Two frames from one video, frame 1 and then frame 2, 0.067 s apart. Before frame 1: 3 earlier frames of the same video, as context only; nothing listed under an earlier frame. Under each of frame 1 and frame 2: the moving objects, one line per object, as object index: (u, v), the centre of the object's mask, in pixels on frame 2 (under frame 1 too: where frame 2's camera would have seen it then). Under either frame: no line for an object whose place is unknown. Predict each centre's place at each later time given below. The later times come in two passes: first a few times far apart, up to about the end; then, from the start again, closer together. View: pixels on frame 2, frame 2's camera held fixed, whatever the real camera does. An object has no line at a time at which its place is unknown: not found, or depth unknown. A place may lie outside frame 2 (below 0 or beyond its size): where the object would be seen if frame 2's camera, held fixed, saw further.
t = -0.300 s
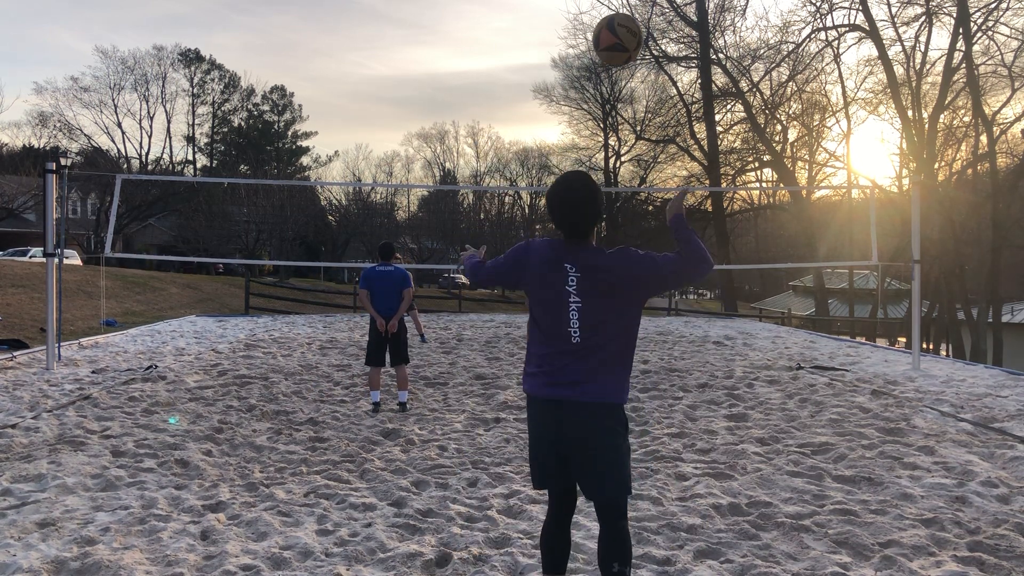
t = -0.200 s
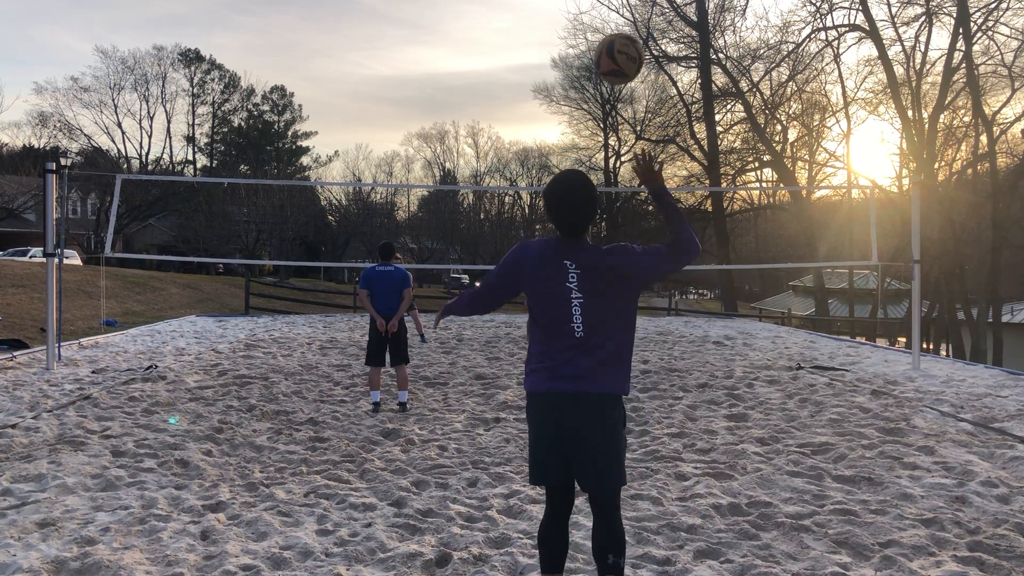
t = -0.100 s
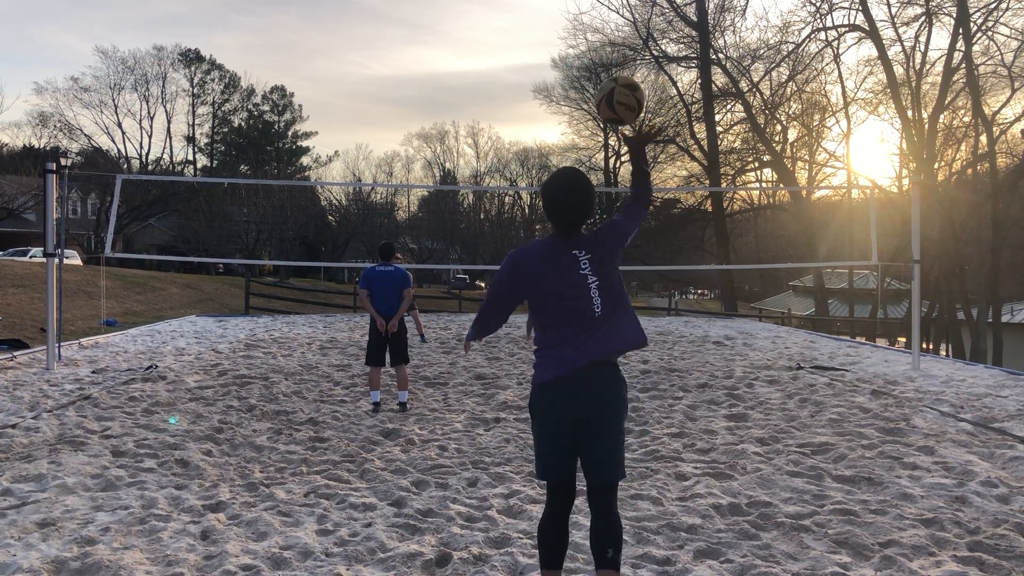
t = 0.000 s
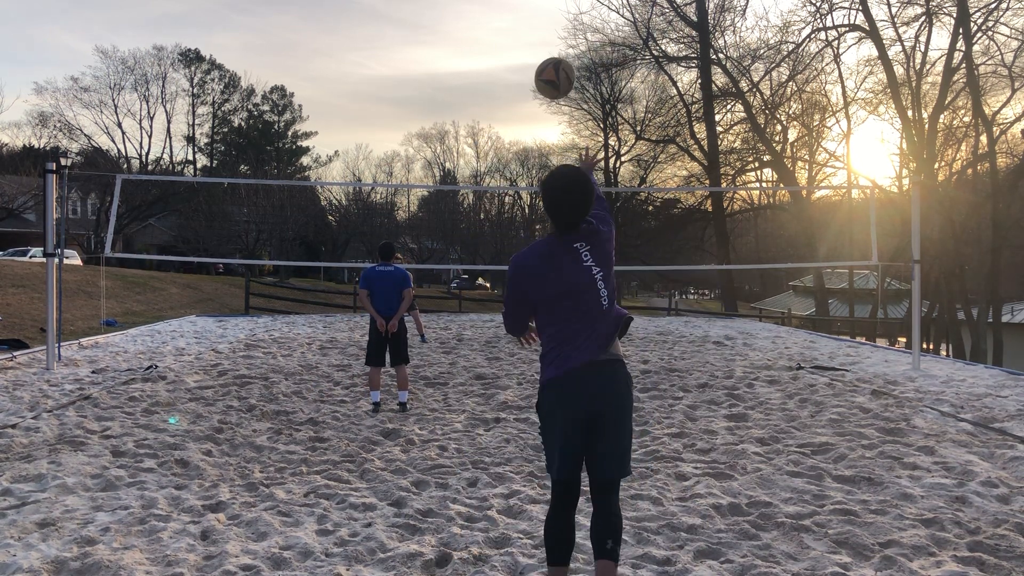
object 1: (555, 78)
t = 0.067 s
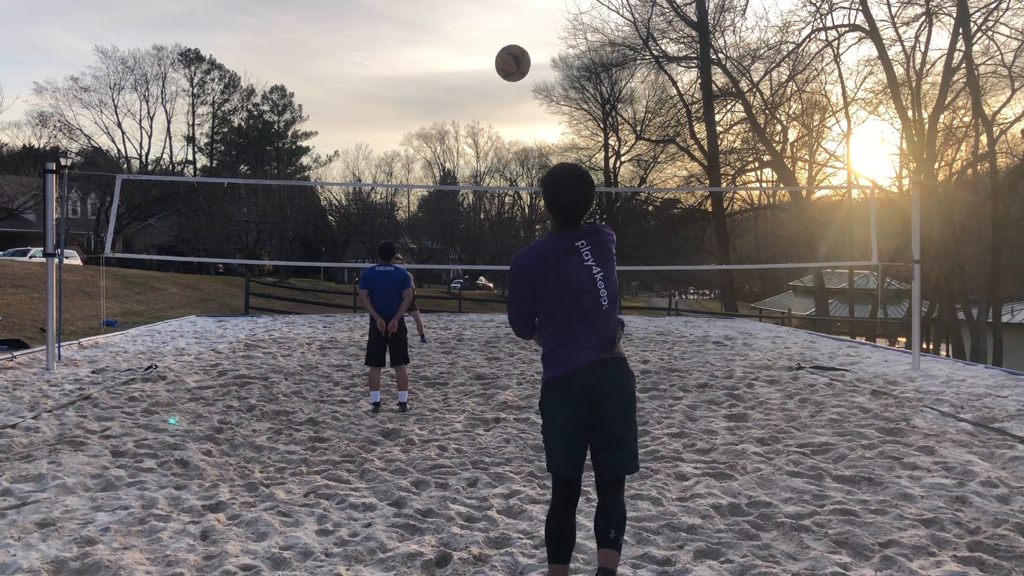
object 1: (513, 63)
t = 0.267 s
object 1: (430, 68)
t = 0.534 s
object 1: (373, 125)
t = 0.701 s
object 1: (350, 173)
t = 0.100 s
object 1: (495, 60)
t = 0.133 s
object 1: (479, 58)
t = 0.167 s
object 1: (465, 59)
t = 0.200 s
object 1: (452, 60)
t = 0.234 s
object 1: (440, 63)
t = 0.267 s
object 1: (430, 68)
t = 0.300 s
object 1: (421, 72)
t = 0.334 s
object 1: (412, 78)
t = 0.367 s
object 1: (404, 85)
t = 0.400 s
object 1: (397, 92)
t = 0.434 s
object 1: (391, 100)
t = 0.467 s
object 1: (384, 108)
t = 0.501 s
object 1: (379, 117)
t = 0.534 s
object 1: (373, 125)
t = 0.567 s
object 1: (368, 134)
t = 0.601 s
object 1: (363, 144)
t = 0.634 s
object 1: (358, 153)
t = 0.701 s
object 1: (350, 173)
